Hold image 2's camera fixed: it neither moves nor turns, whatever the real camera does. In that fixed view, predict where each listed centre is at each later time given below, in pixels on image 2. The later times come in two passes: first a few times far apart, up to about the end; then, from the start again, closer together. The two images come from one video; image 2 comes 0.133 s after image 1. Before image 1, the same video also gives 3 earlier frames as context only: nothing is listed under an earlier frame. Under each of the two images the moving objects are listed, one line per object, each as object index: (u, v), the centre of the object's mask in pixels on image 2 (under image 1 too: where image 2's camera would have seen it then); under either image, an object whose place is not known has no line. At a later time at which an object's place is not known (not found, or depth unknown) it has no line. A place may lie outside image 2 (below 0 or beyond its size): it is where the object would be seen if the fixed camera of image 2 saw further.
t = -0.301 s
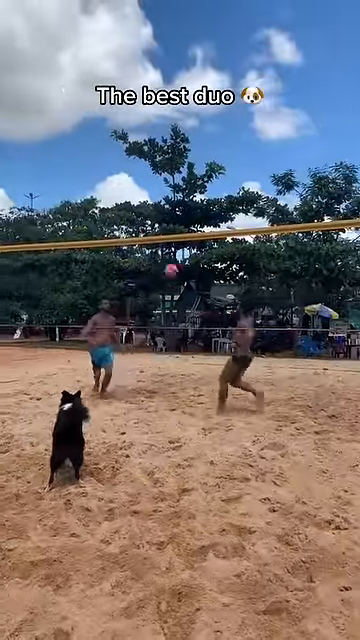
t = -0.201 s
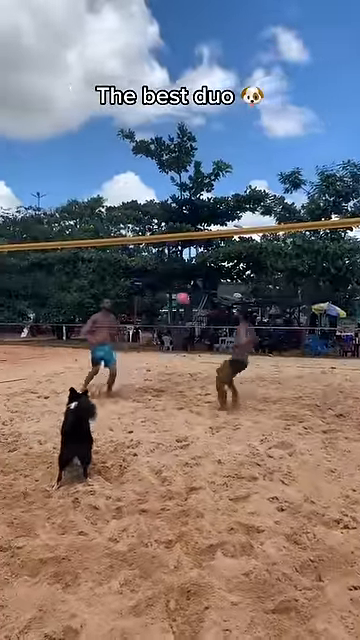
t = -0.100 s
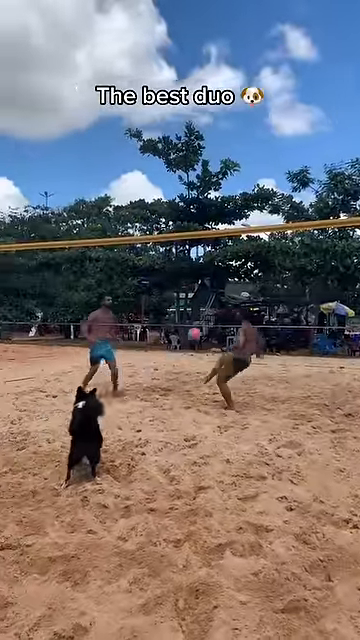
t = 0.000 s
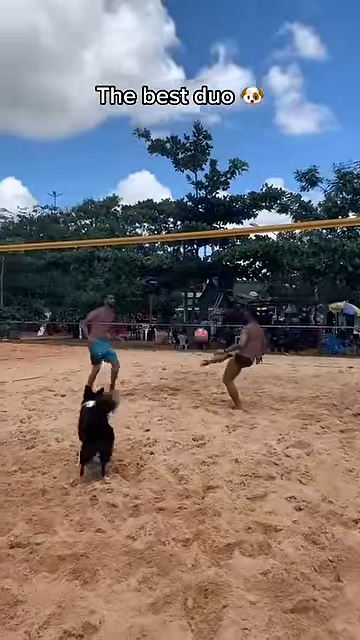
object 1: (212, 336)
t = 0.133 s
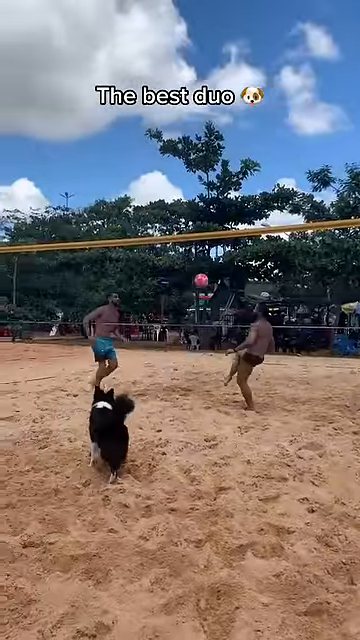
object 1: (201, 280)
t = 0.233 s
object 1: (194, 247)
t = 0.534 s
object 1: (169, 187)
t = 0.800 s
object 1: (149, 181)
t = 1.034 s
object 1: (132, 212)
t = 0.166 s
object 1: (198, 268)
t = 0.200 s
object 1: (195, 257)
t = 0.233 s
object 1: (194, 247)
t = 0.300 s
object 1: (188, 226)
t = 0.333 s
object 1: (187, 220)
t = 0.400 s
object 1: (180, 206)
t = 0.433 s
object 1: (177, 199)
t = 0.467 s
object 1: (175, 196)
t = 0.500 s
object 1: (172, 191)
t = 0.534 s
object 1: (169, 187)
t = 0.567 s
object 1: (166, 184)
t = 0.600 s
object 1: (164, 181)
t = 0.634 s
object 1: (161, 179)
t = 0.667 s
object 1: (159, 179)
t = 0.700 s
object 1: (156, 178)
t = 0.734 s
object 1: (154, 178)
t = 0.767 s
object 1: (151, 180)
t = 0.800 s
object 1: (149, 181)
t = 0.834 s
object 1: (146, 184)
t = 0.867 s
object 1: (144, 187)
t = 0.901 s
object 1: (141, 191)
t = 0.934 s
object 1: (138, 195)
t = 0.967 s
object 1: (135, 200)
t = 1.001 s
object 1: (133, 208)
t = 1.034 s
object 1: (132, 212)
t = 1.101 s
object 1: (126, 226)
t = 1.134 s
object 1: (124, 233)
